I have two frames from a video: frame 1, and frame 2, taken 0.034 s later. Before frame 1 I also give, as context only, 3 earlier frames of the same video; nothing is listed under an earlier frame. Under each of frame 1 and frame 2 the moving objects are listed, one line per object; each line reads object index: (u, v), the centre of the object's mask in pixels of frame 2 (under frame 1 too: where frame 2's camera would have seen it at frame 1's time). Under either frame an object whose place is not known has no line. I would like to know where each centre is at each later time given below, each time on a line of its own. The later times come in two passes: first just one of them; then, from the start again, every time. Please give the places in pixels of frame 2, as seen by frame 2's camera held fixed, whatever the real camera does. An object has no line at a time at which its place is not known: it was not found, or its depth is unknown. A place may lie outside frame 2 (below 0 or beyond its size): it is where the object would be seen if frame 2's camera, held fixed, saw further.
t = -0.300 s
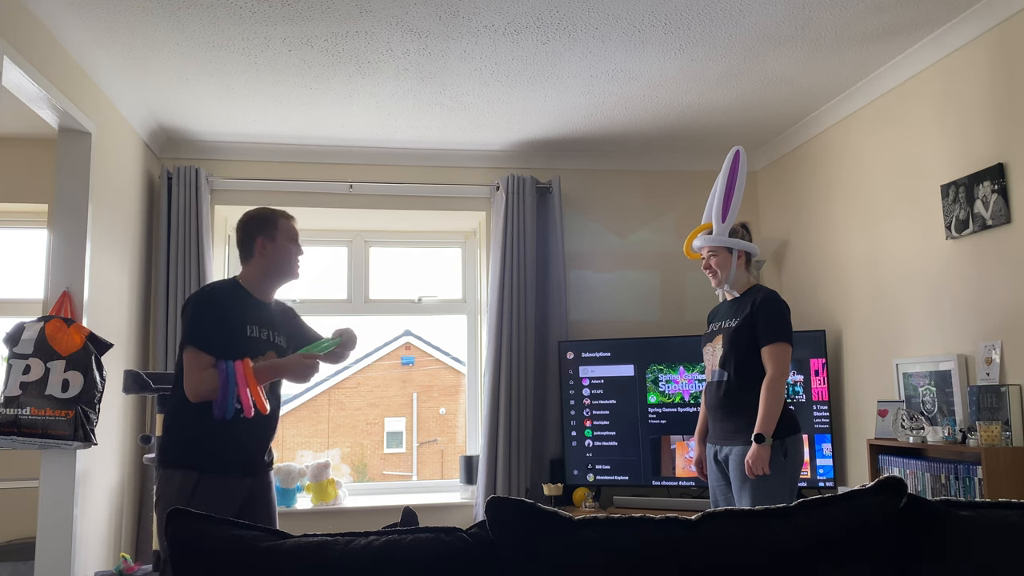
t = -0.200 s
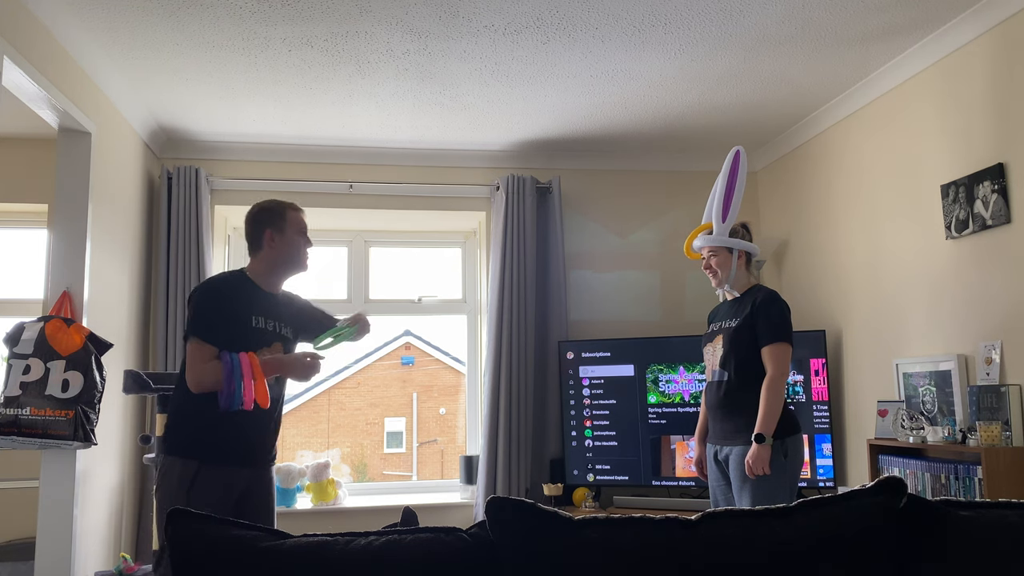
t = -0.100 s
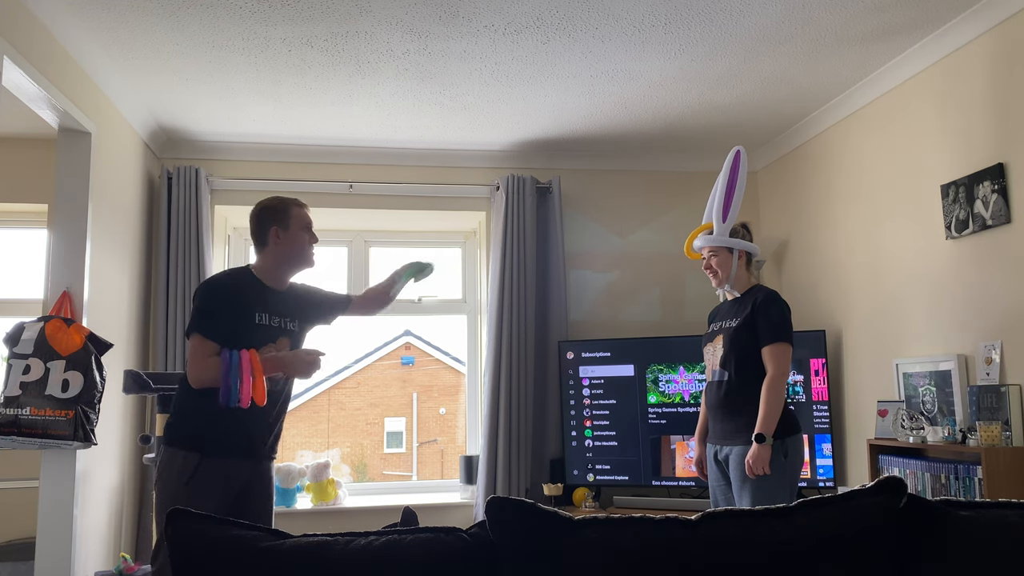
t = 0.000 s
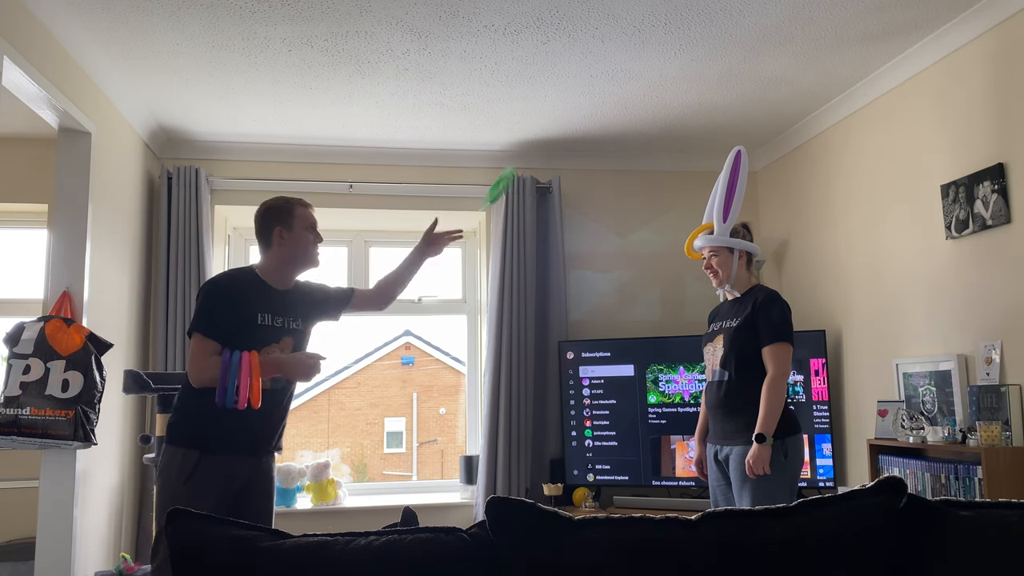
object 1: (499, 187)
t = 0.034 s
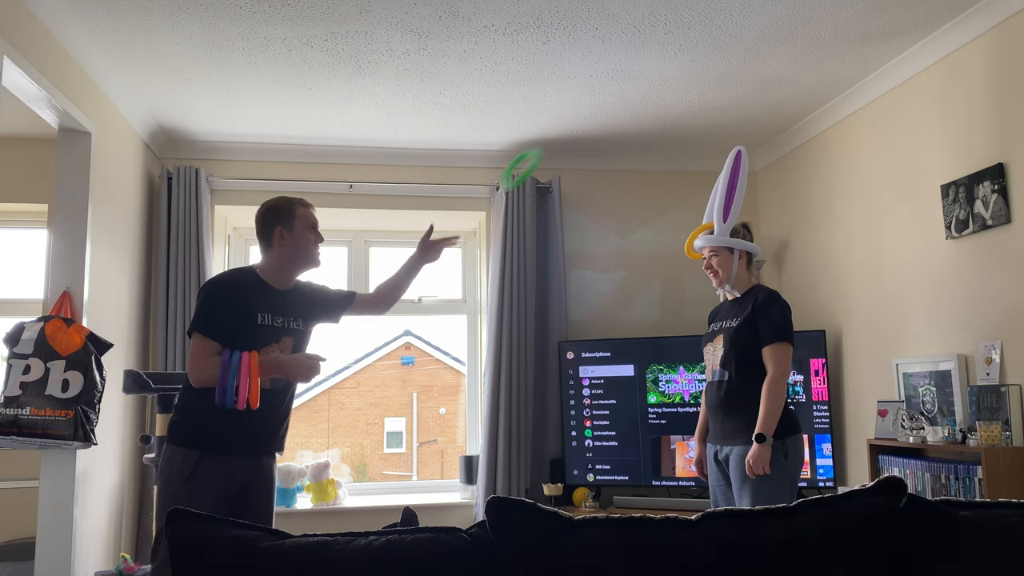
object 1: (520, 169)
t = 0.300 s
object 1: (672, 112)
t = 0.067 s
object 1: (540, 155)
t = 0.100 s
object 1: (560, 142)
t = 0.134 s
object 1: (582, 131)
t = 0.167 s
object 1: (605, 121)
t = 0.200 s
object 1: (625, 114)
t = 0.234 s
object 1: (642, 110)
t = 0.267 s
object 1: (658, 110)
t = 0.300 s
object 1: (672, 112)
